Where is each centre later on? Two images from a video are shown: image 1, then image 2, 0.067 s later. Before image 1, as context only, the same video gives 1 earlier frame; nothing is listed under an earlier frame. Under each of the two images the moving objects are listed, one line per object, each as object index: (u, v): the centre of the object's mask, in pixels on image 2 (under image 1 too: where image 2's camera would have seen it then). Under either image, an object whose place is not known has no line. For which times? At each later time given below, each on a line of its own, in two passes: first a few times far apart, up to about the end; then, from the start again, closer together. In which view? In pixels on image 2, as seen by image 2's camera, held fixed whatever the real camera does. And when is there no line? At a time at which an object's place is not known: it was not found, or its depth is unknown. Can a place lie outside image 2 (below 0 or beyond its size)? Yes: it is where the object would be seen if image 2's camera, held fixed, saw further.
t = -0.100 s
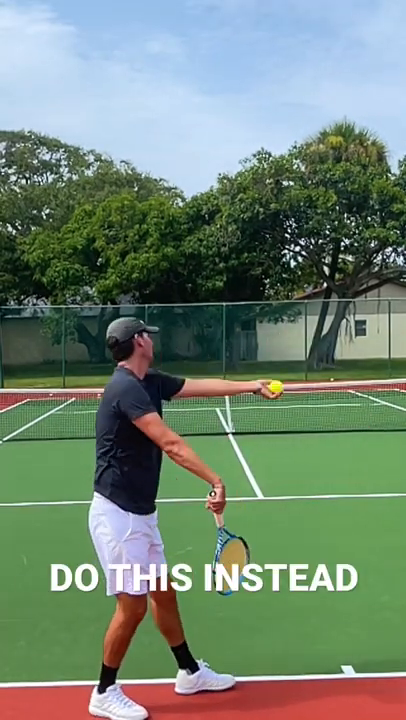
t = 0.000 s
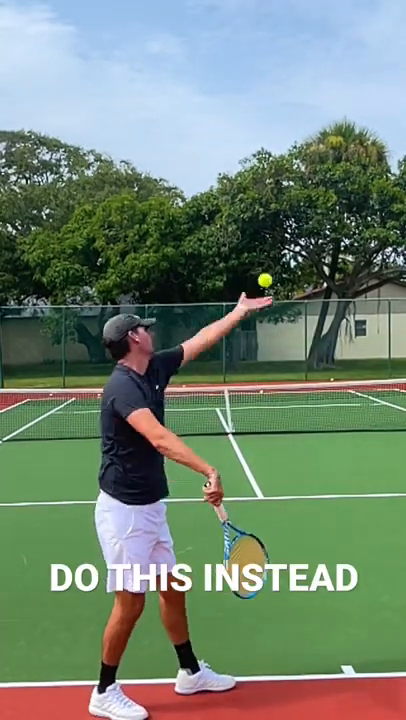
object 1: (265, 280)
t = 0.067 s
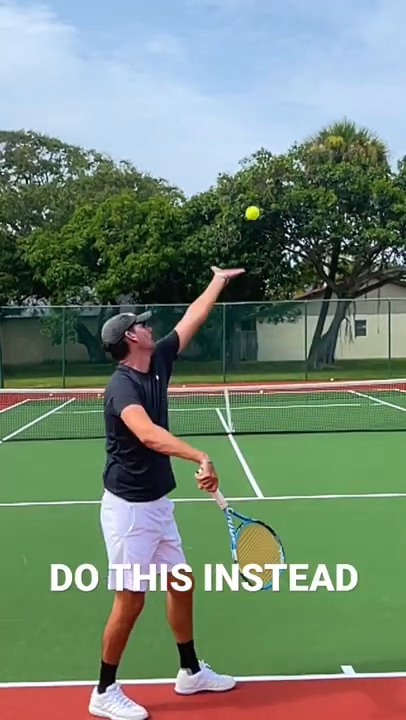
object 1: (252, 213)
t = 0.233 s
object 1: (224, 95)
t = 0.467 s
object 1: (188, 24)
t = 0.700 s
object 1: (156, 54)
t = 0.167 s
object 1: (235, 136)
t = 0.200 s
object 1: (229, 114)
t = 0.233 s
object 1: (224, 95)
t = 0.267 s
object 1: (218, 78)
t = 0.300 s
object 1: (213, 64)
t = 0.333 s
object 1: (208, 51)
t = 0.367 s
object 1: (203, 41)
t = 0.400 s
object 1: (198, 33)
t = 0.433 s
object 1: (193, 28)
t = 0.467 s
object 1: (188, 24)
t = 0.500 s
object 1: (183, 22)
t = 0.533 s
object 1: (178, 22)
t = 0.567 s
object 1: (175, 24)
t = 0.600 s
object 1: (169, 29)
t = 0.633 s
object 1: (166, 34)
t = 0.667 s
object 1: (161, 43)
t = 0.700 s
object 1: (156, 54)
